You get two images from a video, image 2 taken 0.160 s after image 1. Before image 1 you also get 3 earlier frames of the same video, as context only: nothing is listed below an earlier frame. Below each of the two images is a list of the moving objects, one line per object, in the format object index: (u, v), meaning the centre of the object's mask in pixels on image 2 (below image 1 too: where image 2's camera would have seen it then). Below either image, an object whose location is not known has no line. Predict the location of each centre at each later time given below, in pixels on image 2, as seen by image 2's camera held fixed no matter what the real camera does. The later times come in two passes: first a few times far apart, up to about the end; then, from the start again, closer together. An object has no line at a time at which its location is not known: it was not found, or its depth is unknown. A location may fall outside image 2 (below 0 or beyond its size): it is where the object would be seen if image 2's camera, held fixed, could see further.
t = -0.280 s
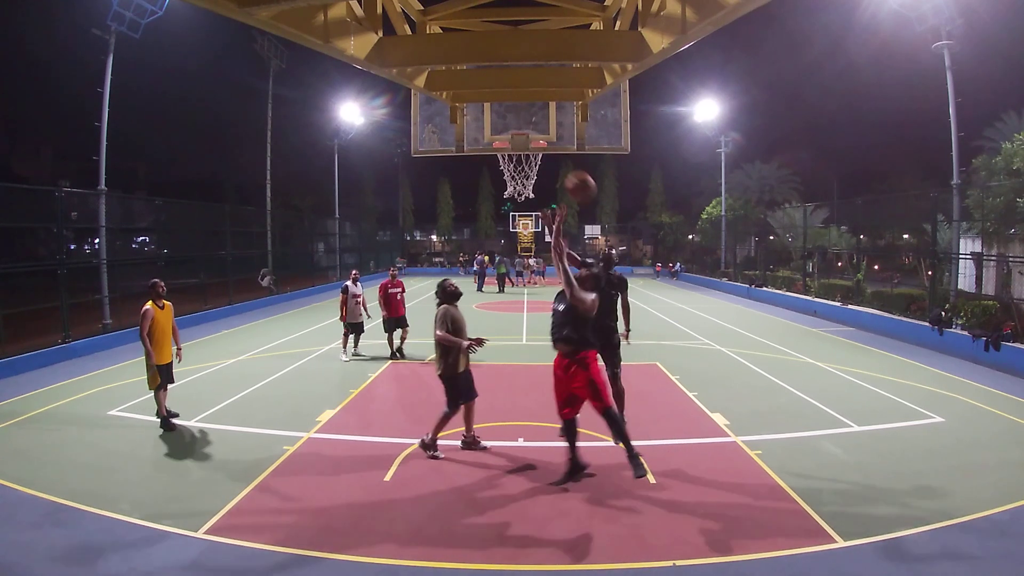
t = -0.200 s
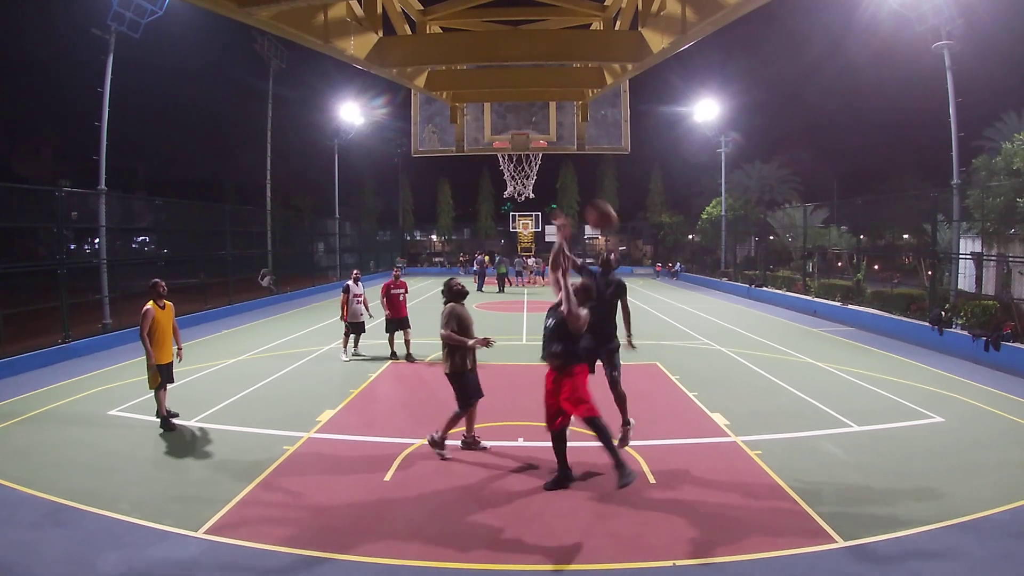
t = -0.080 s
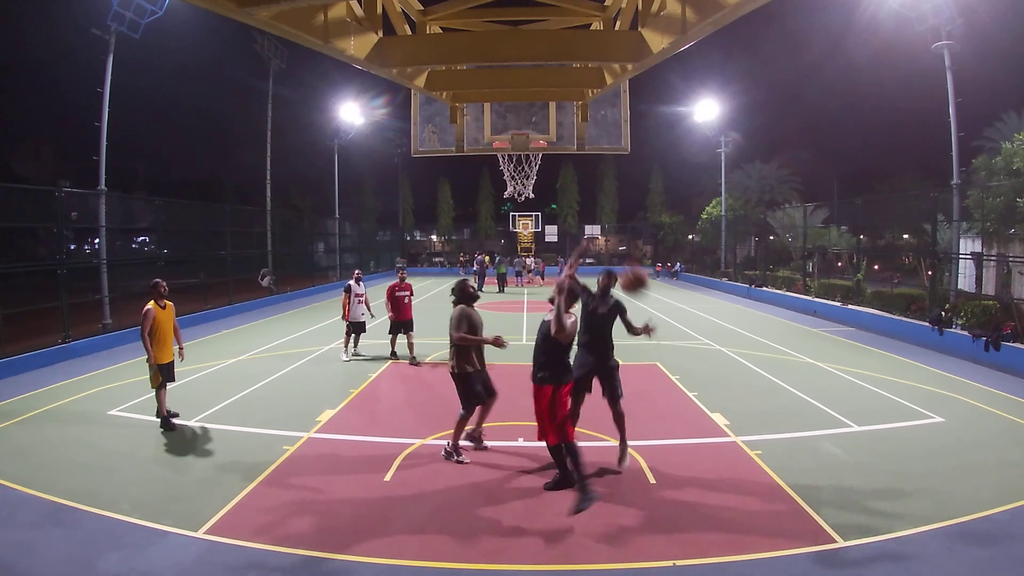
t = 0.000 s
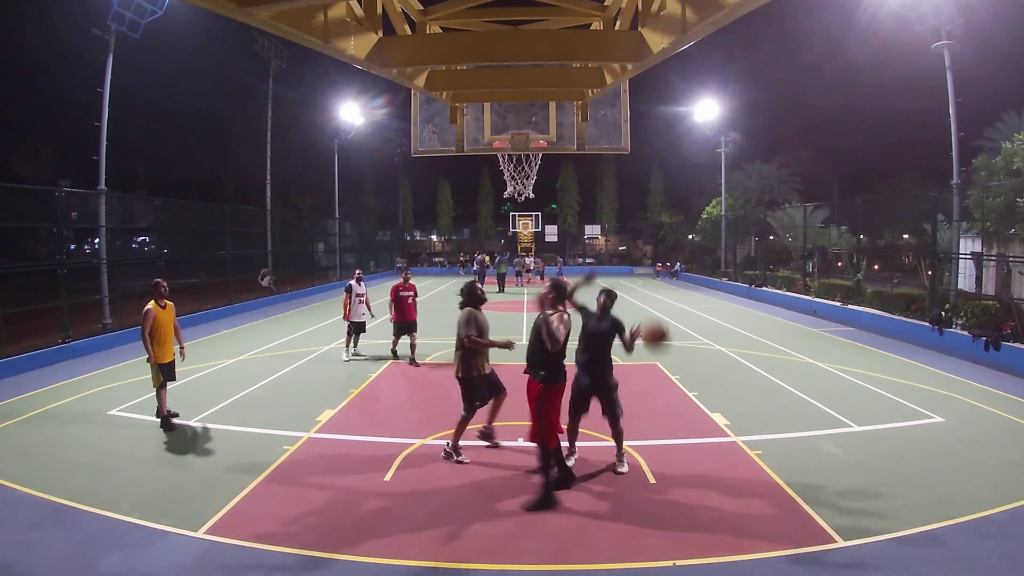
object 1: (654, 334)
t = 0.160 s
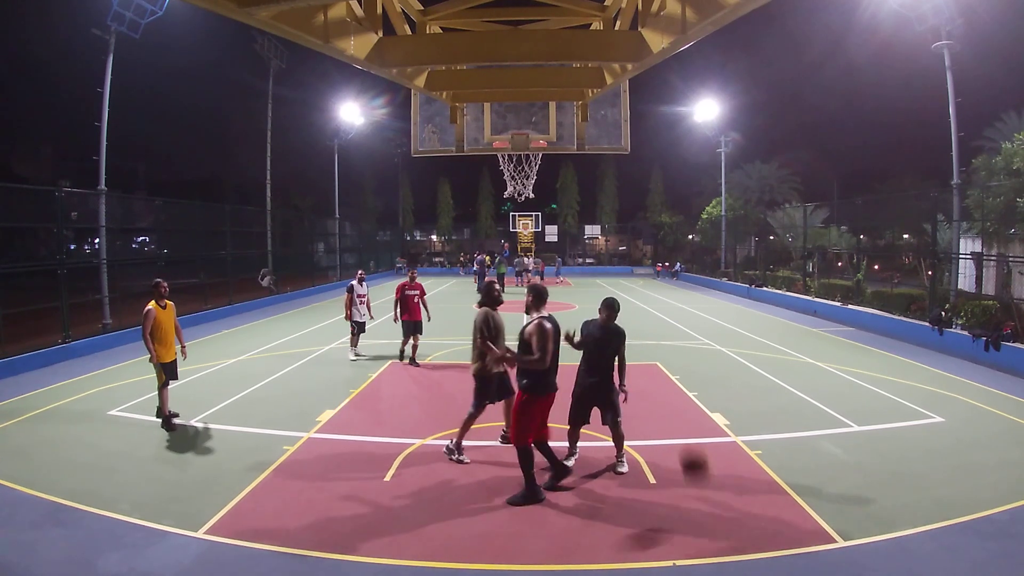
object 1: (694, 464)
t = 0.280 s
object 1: (720, 467)
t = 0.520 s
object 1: (765, 334)
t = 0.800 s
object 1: (807, 271)
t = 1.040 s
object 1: (835, 297)
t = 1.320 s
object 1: (856, 410)
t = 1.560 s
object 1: (874, 452)
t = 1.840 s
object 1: (916, 365)
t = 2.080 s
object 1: (940, 361)
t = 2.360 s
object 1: (955, 434)
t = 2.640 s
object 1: (977, 426)
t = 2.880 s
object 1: (999, 392)
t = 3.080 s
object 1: (1009, 408)
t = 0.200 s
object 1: (703, 499)
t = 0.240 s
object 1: (712, 494)
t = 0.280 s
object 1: (720, 467)
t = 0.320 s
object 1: (728, 441)
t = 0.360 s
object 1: (737, 414)
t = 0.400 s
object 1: (744, 393)
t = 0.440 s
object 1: (752, 372)
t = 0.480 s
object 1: (759, 352)
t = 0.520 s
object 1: (765, 334)
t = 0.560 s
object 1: (773, 317)
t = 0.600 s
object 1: (778, 305)
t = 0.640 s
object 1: (785, 292)
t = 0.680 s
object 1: (791, 283)
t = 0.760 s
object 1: (802, 274)
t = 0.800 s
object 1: (807, 271)
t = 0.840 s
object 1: (812, 270)
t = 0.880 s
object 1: (817, 271)
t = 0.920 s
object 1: (822, 275)
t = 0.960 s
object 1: (826, 280)
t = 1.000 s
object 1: (831, 287)
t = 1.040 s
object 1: (835, 297)
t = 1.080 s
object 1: (839, 307)
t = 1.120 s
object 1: (843, 322)
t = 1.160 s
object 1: (846, 336)
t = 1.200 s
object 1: (849, 353)
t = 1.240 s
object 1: (852, 371)
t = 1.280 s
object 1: (854, 390)
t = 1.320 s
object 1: (856, 410)
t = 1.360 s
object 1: (857, 433)
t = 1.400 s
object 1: (857, 455)
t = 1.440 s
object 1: (857, 477)
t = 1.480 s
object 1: (858, 491)
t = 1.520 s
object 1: (866, 471)
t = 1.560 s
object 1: (874, 452)
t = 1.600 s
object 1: (881, 435)
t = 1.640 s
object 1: (888, 418)
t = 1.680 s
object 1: (894, 405)
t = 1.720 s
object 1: (900, 392)
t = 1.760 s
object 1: (906, 382)
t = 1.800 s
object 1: (911, 372)
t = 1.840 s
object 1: (916, 365)
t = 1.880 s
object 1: (921, 360)
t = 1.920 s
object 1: (925, 357)
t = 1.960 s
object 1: (930, 355)
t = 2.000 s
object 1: (933, 355)
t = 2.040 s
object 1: (937, 357)
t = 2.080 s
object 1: (940, 361)
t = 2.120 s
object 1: (943, 367)
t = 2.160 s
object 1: (946, 374)
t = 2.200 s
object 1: (949, 383)
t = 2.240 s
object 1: (951, 394)
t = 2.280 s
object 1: (953, 406)
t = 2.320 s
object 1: (954, 419)
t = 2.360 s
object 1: (955, 434)
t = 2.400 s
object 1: (955, 449)
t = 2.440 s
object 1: (954, 466)
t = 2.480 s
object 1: (955, 480)
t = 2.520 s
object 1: (961, 465)
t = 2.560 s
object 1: (967, 450)
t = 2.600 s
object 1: (972, 437)
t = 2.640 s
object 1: (977, 426)
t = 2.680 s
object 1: (981, 416)
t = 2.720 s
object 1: (986, 408)
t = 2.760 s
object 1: (990, 401)
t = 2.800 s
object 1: (993, 396)
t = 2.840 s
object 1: (997, 393)
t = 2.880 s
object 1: (999, 392)
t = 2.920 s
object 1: (1002, 392)
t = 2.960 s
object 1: (1004, 394)
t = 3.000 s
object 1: (1006, 397)
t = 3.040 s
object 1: (1008, 402)
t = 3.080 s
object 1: (1009, 408)
